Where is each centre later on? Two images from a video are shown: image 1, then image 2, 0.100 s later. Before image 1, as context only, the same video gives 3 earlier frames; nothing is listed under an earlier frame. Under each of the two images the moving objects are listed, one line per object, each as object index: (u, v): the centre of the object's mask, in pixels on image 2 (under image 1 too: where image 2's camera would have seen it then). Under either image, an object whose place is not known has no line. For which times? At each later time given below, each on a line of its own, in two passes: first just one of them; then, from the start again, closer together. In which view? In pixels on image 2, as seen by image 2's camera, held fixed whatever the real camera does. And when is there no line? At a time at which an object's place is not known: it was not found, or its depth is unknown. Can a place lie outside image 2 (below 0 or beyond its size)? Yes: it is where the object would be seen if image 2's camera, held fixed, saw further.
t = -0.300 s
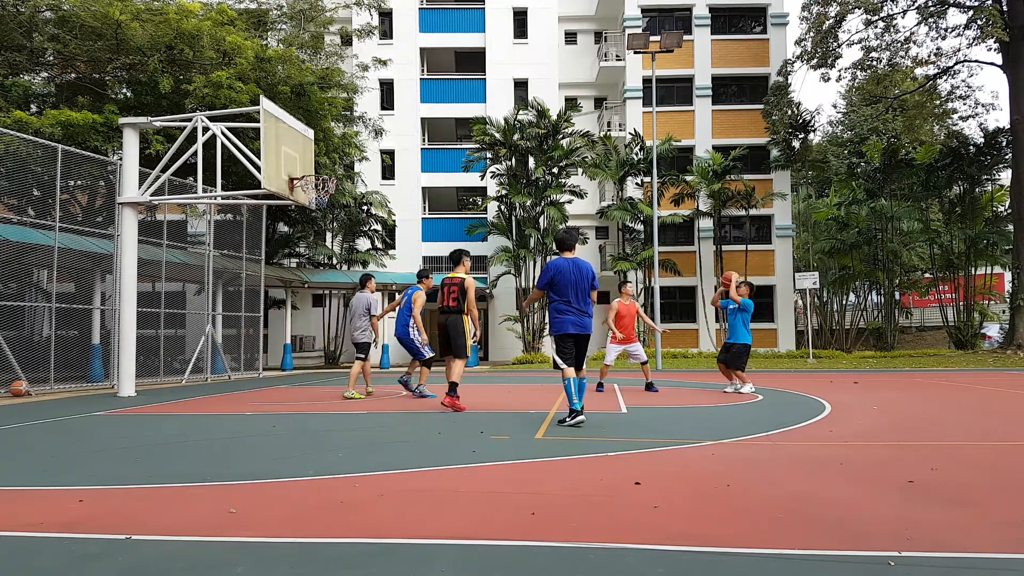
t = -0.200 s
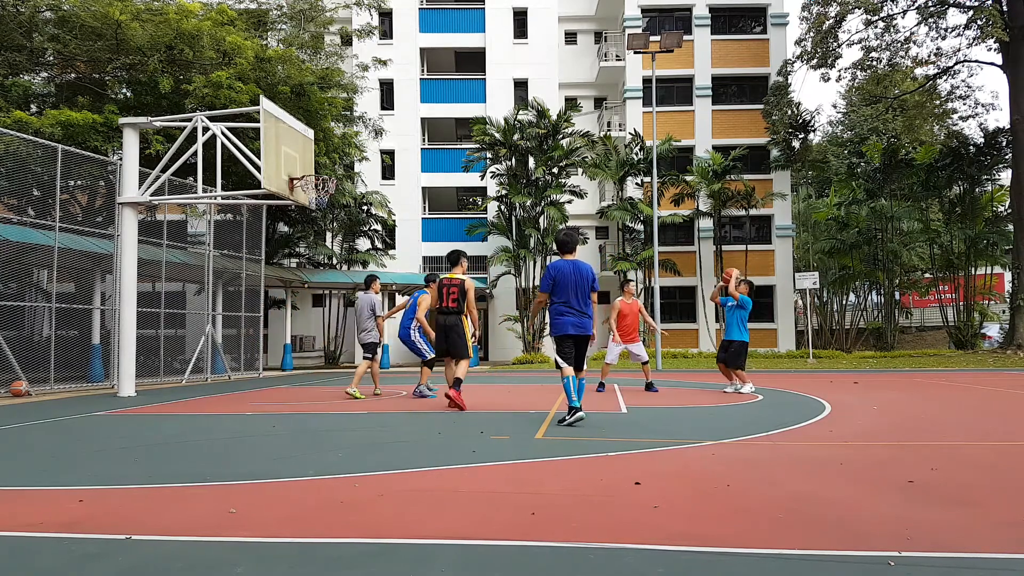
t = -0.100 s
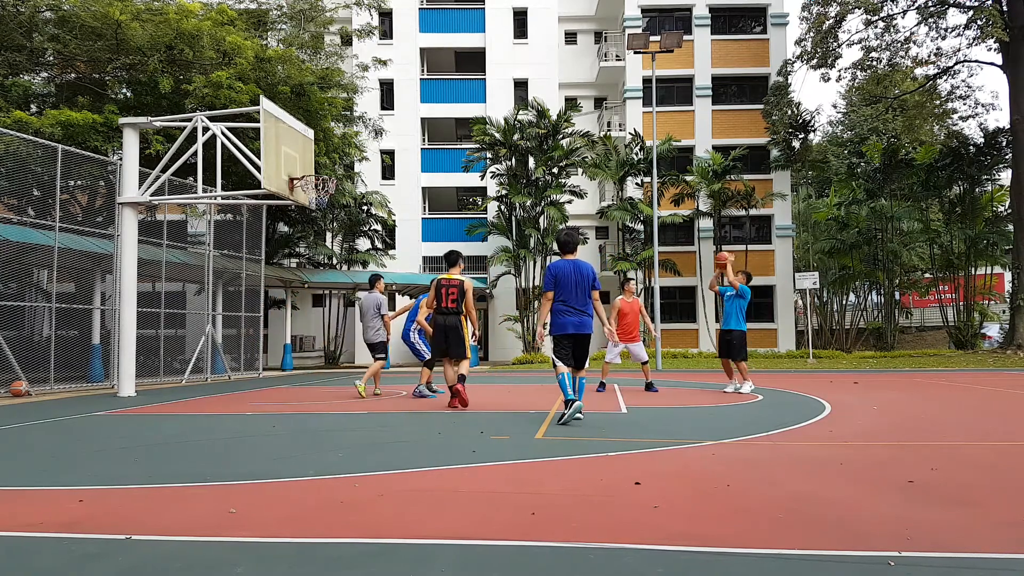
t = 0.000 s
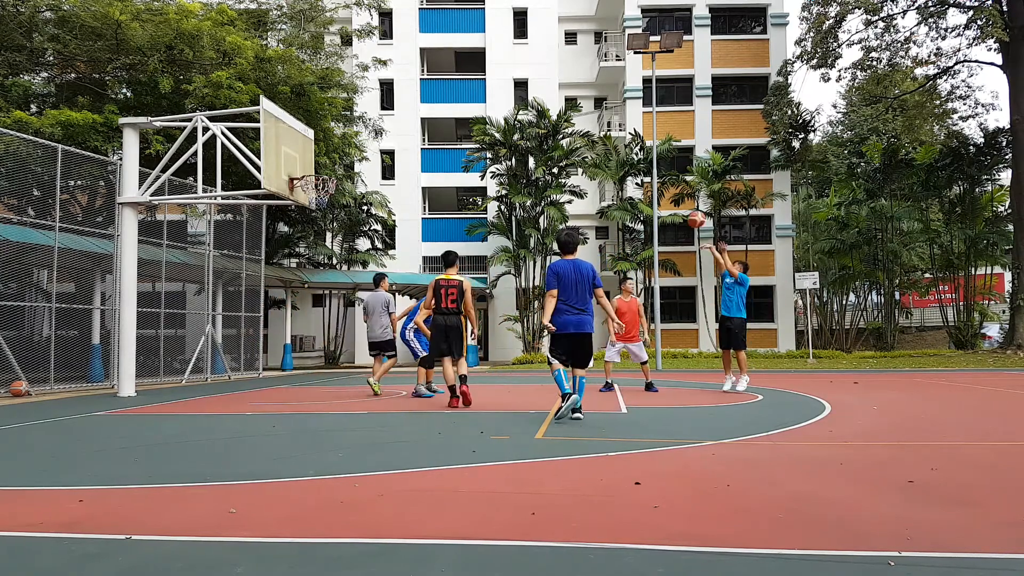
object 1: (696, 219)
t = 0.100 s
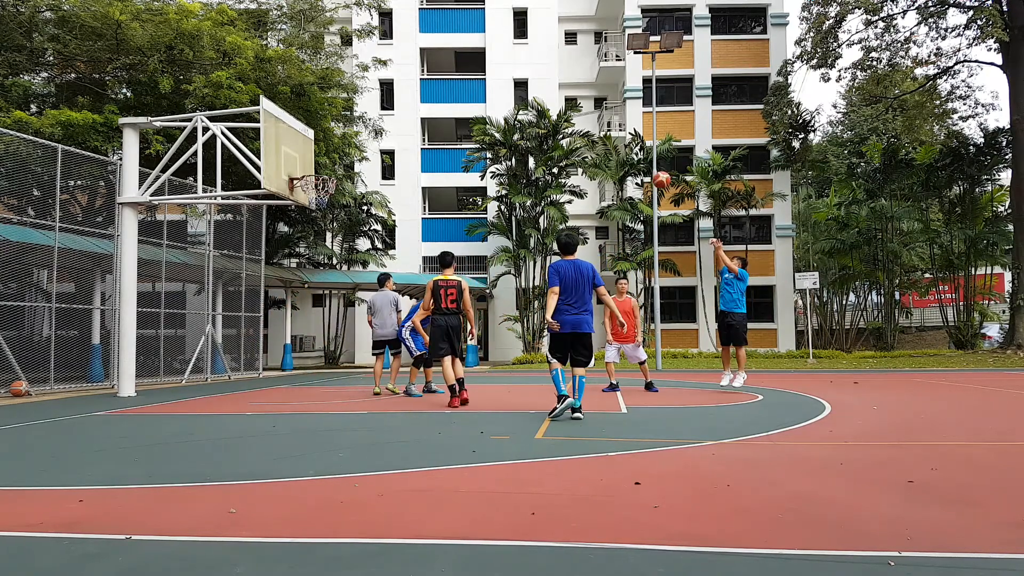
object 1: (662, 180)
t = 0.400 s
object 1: (561, 103)
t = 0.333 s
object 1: (582, 115)
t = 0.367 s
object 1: (572, 109)
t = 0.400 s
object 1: (561, 103)
